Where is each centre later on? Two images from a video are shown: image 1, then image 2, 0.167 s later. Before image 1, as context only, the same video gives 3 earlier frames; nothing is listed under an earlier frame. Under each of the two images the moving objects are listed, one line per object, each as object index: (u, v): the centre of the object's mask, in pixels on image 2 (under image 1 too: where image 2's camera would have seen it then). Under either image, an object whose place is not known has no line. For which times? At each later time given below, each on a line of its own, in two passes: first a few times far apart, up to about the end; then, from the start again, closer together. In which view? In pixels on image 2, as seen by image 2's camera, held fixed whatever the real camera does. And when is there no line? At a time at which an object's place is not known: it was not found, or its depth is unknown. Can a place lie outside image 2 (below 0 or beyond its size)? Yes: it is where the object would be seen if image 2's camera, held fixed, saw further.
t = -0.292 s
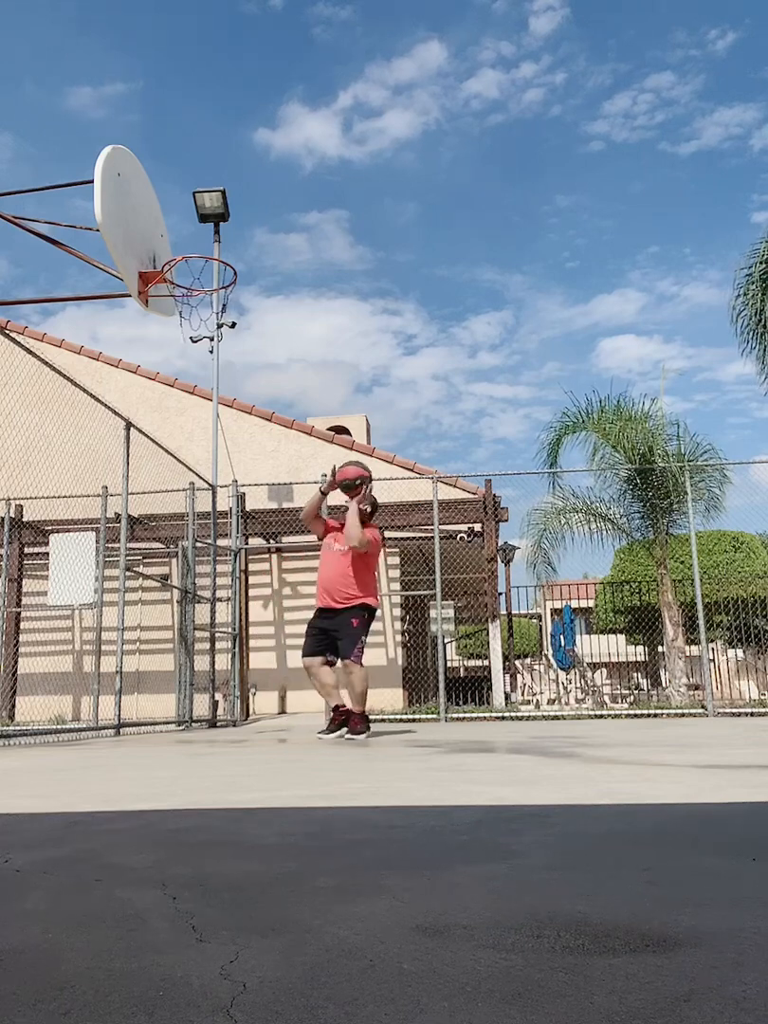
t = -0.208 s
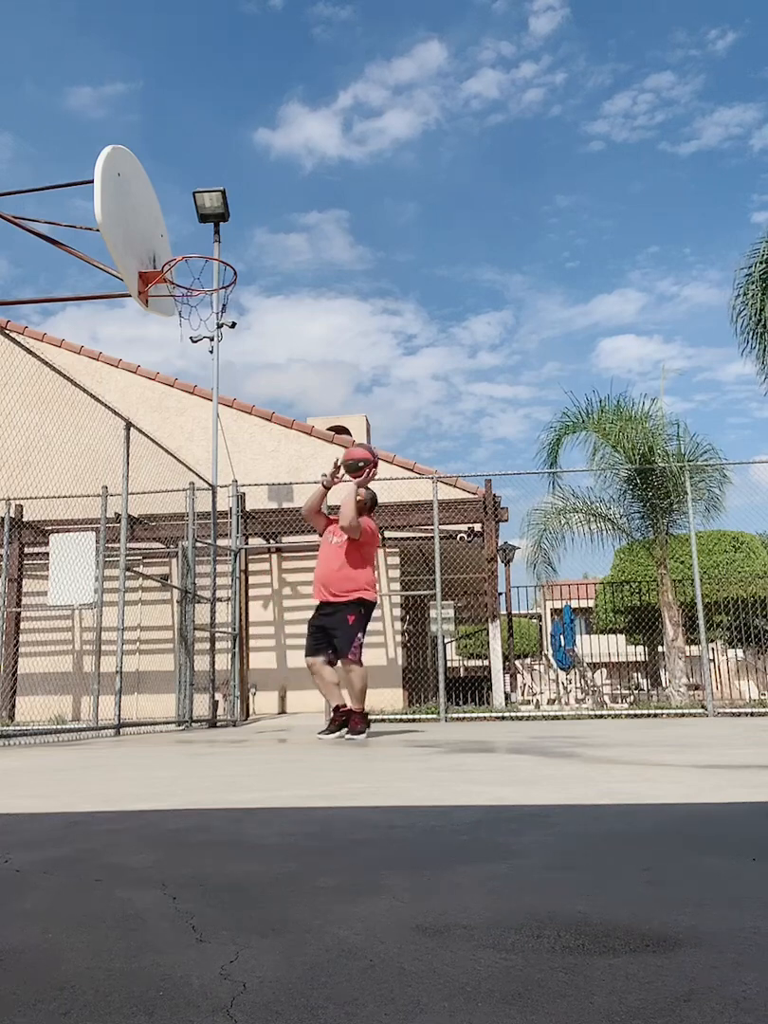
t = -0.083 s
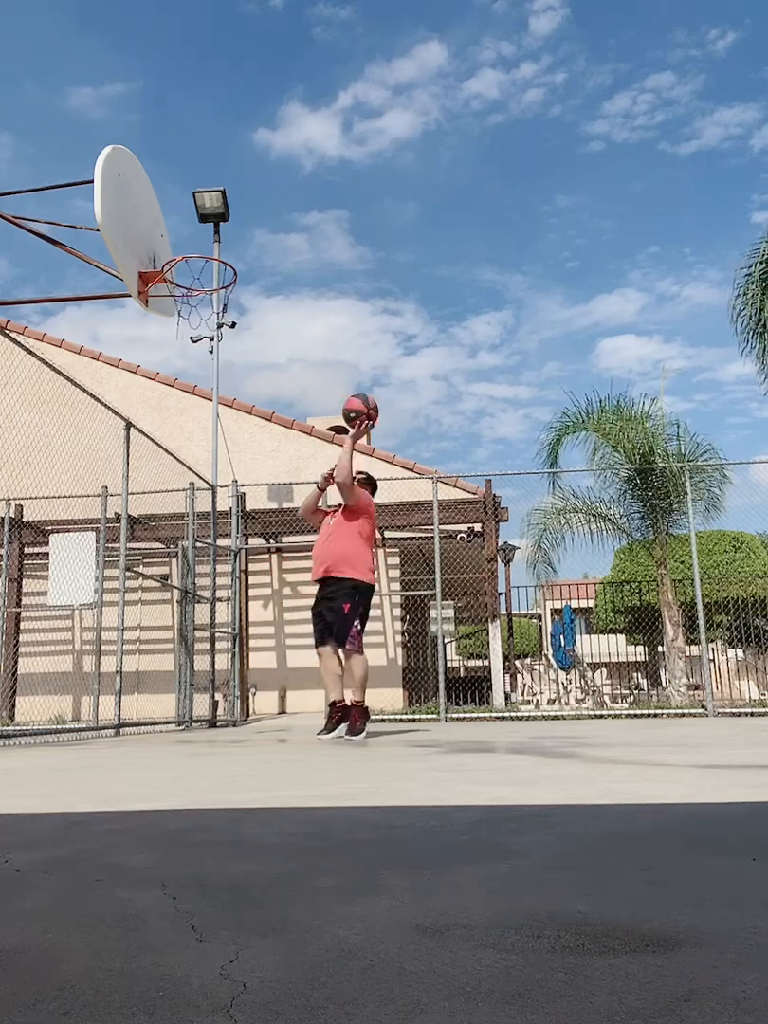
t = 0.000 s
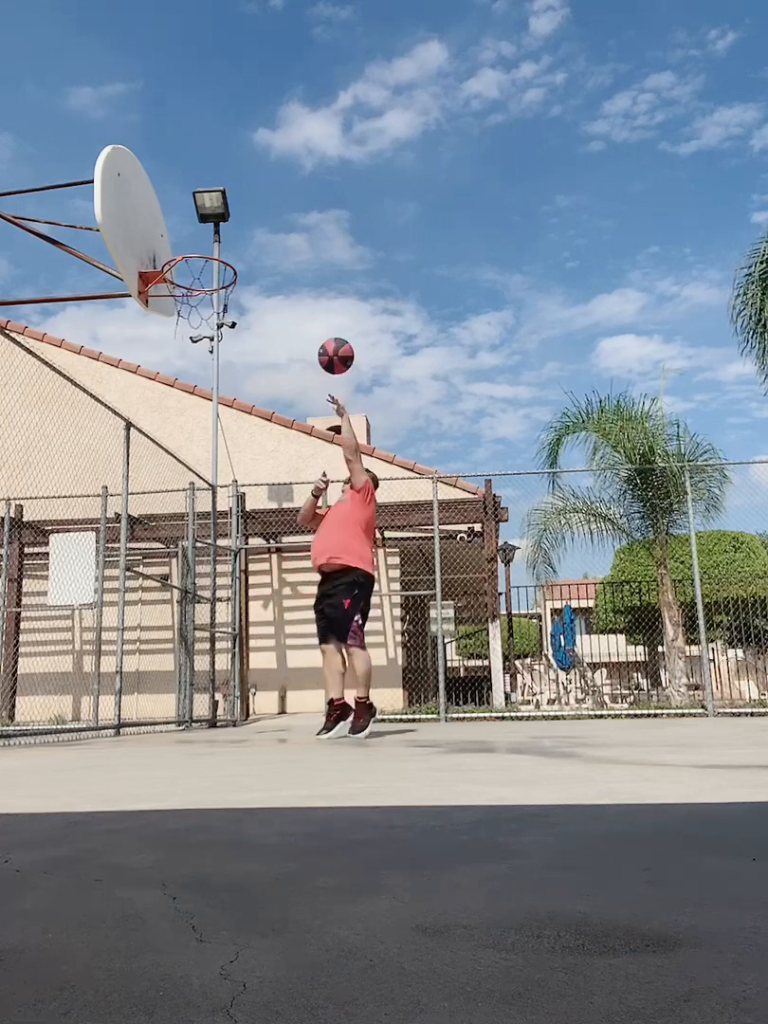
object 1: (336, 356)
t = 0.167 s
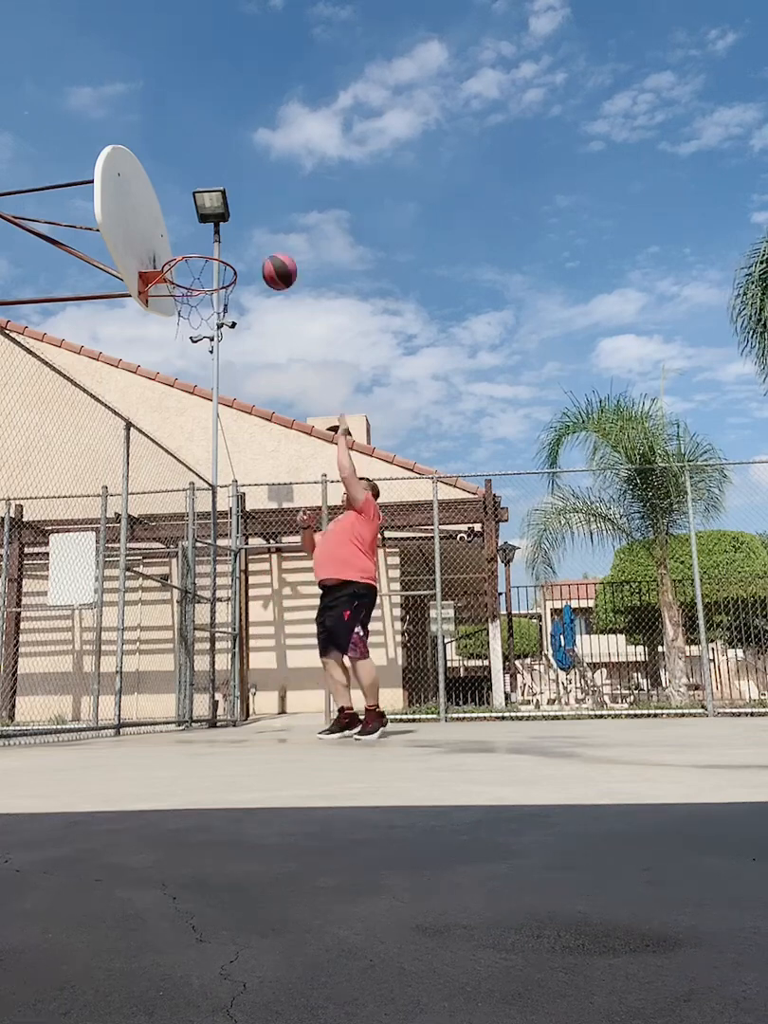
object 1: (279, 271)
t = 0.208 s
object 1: (265, 257)
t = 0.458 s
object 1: (184, 218)
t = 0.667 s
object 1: (200, 243)
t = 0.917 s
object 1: (190, 275)
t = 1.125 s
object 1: (227, 338)
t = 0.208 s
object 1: (265, 257)
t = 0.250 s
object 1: (252, 245)
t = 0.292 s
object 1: (238, 234)
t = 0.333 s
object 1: (224, 227)
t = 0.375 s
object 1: (211, 224)
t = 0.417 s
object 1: (197, 220)
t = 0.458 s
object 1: (184, 218)
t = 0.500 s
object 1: (171, 219)
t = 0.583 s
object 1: (179, 227)
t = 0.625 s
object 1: (189, 235)
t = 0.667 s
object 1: (200, 243)
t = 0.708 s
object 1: (211, 256)
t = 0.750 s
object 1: (220, 269)
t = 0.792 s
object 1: (207, 266)
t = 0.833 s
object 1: (196, 266)
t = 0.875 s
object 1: (183, 269)
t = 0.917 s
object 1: (190, 275)
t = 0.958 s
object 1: (198, 283)
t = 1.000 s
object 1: (206, 294)
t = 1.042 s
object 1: (213, 307)
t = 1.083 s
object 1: (220, 321)
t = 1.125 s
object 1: (227, 338)
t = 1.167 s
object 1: (234, 357)
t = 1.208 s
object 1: (240, 378)
